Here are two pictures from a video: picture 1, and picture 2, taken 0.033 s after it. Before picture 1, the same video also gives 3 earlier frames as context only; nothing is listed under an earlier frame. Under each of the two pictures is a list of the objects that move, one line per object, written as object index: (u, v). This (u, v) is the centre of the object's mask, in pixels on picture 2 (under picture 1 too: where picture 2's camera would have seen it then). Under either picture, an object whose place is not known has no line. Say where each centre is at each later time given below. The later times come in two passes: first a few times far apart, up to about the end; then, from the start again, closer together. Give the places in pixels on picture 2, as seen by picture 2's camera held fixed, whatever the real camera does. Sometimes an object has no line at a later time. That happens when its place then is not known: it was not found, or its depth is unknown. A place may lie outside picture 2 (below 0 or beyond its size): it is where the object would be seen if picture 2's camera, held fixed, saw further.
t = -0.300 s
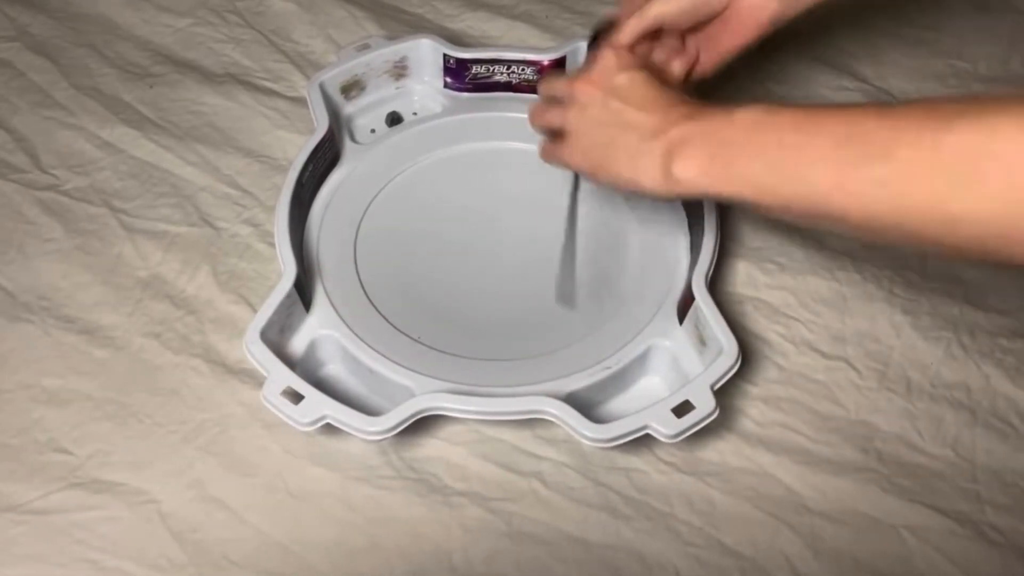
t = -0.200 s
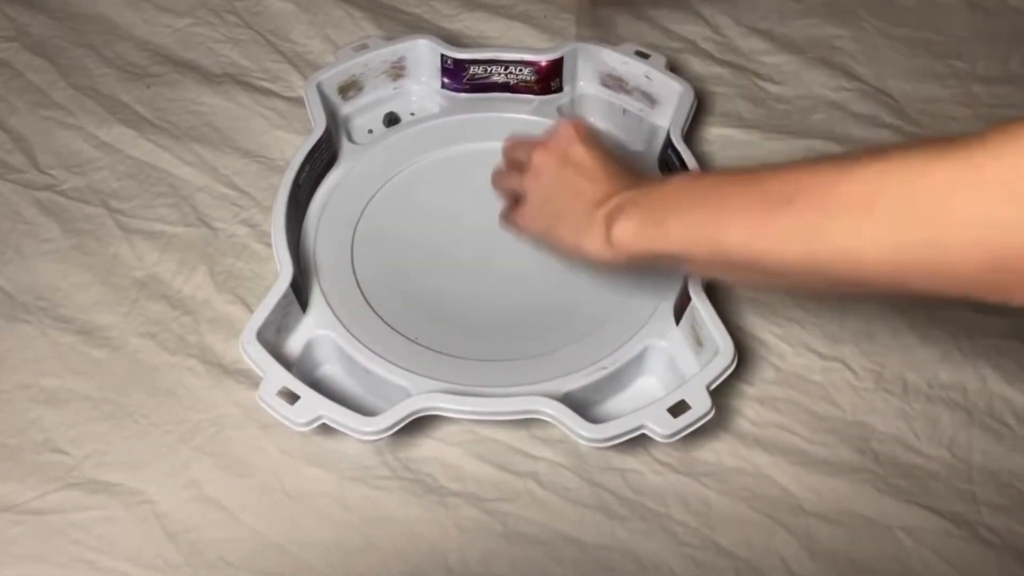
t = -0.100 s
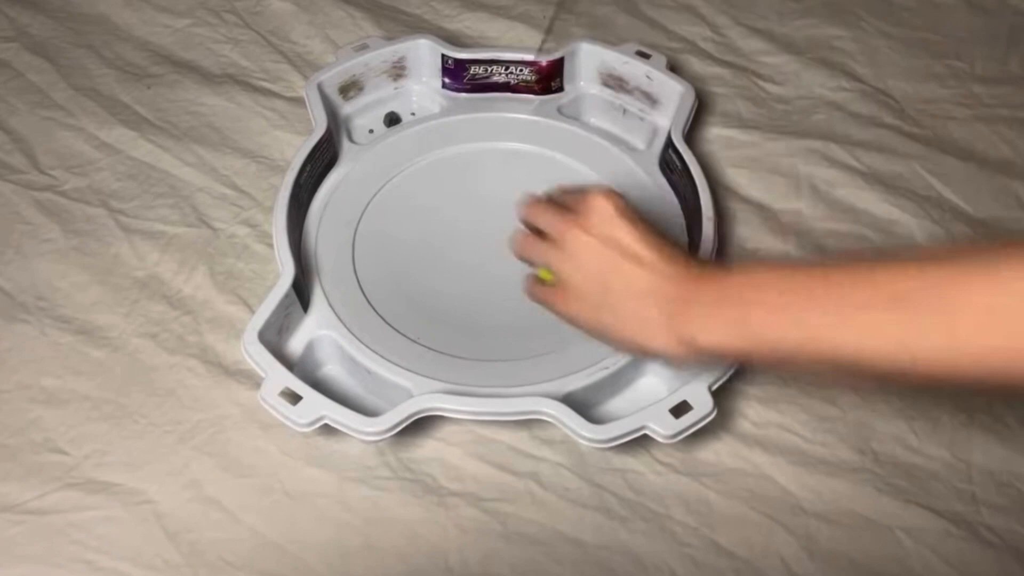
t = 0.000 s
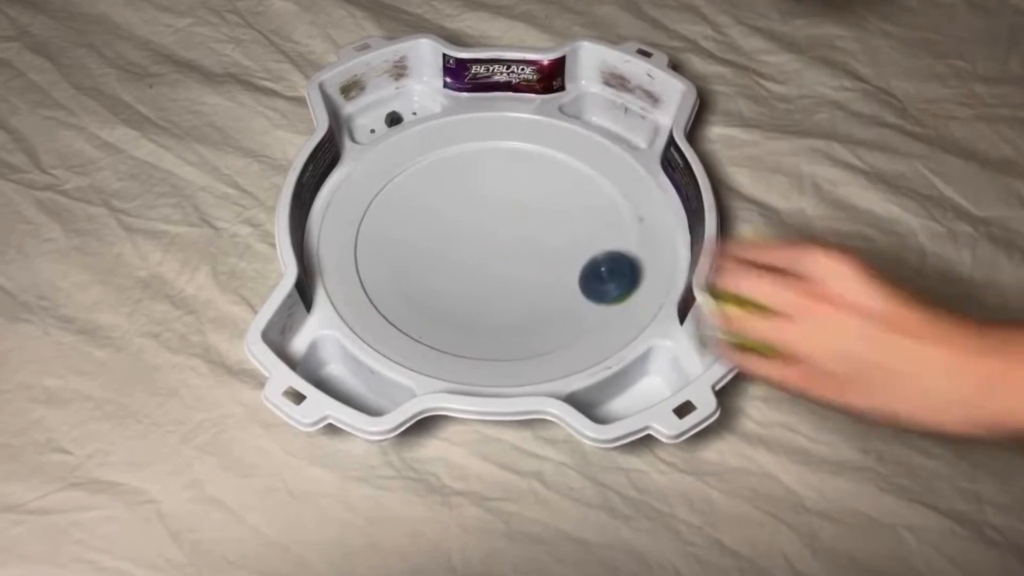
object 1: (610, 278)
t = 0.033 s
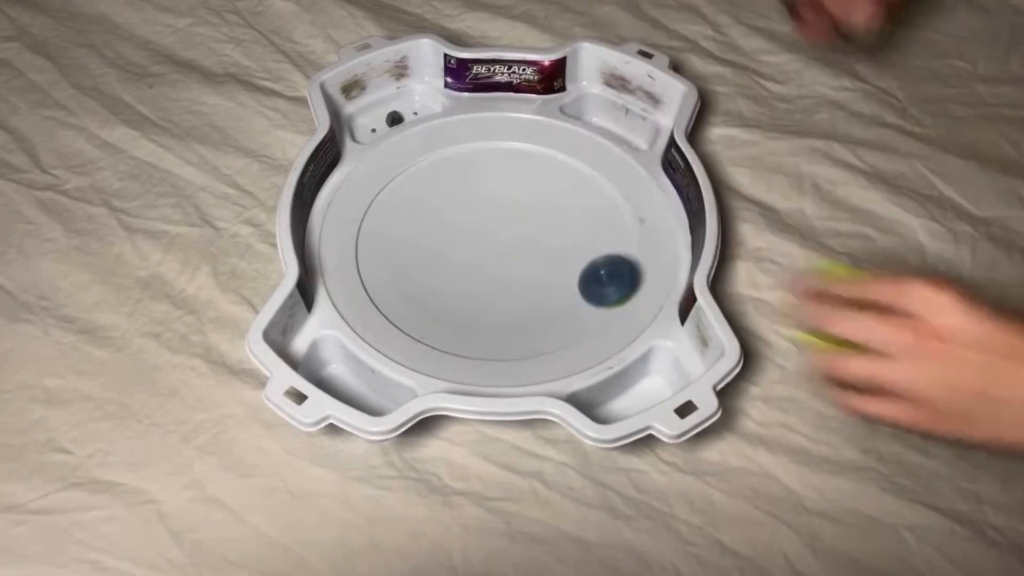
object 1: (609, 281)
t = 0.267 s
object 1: (575, 284)
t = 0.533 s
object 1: (491, 264)
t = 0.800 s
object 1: (435, 240)
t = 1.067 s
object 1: (476, 269)
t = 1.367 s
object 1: (535, 304)
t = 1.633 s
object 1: (538, 278)
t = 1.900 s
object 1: (435, 258)
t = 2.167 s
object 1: (410, 283)
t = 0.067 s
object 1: (608, 282)
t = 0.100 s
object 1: (604, 285)
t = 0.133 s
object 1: (600, 285)
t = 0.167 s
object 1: (595, 286)
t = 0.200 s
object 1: (589, 286)
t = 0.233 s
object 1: (582, 286)
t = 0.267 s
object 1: (575, 284)
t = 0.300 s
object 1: (567, 282)
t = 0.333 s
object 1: (557, 281)
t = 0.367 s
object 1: (547, 279)
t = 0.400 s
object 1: (537, 276)
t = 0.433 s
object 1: (525, 273)
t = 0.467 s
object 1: (514, 270)
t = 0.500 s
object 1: (503, 266)
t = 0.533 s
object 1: (491, 264)
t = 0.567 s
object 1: (480, 259)
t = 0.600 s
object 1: (470, 253)
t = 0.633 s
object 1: (460, 251)
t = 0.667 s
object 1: (452, 247)
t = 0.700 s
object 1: (445, 244)
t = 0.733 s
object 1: (440, 242)
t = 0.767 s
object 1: (437, 241)
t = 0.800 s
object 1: (435, 240)
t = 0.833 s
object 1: (435, 241)
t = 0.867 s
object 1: (437, 243)
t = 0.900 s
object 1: (441, 246)
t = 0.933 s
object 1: (445, 250)
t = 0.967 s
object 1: (452, 255)
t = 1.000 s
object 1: (459, 259)
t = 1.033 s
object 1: (467, 264)
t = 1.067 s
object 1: (476, 269)
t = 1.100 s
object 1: (484, 274)
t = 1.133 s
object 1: (491, 279)
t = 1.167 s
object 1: (498, 284)
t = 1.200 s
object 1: (505, 289)
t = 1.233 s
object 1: (511, 293)
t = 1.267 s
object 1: (518, 297)
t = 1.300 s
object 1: (524, 301)
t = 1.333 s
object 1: (529, 303)
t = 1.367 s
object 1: (535, 304)
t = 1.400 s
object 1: (540, 305)
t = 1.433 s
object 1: (546, 303)
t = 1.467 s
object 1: (551, 301)
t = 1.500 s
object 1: (555, 297)
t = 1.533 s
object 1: (555, 292)
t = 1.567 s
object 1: (552, 288)
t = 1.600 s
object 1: (546, 282)
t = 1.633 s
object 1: (538, 278)
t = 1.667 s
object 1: (527, 273)
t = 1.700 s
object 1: (514, 269)
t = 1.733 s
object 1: (500, 265)
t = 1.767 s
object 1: (486, 262)
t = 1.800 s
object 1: (472, 260)
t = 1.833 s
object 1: (458, 258)
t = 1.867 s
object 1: (446, 258)
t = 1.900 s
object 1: (435, 258)
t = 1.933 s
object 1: (426, 259)
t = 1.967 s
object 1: (418, 260)
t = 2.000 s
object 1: (411, 263)
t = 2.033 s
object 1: (408, 266)
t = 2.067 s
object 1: (407, 270)
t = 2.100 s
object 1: (407, 275)
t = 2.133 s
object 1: (407, 279)
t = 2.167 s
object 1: (410, 283)
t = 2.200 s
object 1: (415, 288)
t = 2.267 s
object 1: (427, 293)
